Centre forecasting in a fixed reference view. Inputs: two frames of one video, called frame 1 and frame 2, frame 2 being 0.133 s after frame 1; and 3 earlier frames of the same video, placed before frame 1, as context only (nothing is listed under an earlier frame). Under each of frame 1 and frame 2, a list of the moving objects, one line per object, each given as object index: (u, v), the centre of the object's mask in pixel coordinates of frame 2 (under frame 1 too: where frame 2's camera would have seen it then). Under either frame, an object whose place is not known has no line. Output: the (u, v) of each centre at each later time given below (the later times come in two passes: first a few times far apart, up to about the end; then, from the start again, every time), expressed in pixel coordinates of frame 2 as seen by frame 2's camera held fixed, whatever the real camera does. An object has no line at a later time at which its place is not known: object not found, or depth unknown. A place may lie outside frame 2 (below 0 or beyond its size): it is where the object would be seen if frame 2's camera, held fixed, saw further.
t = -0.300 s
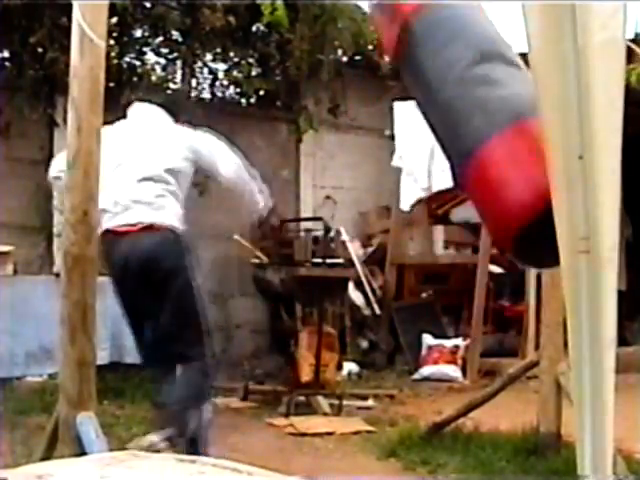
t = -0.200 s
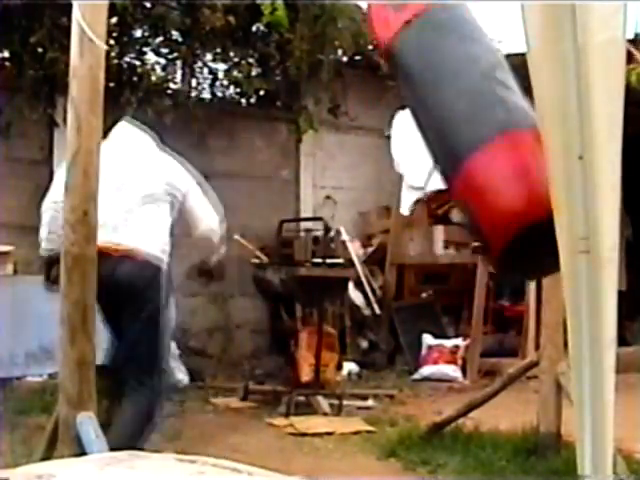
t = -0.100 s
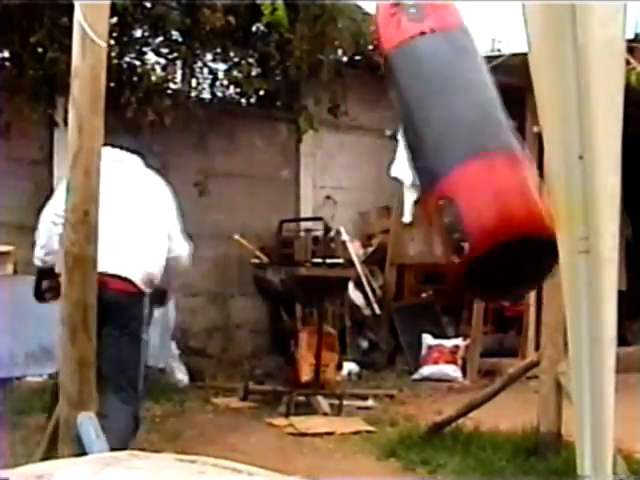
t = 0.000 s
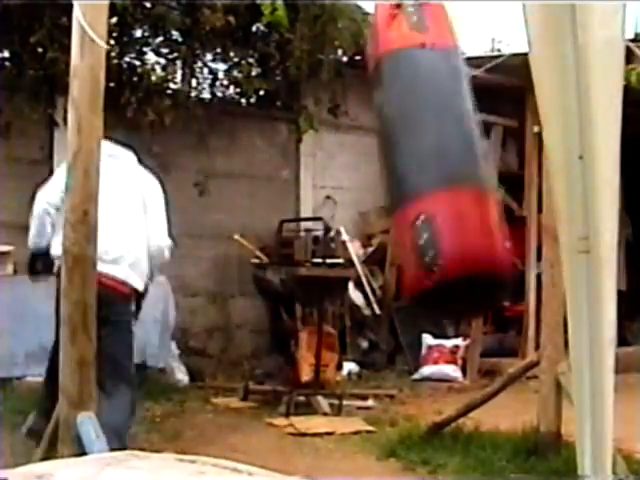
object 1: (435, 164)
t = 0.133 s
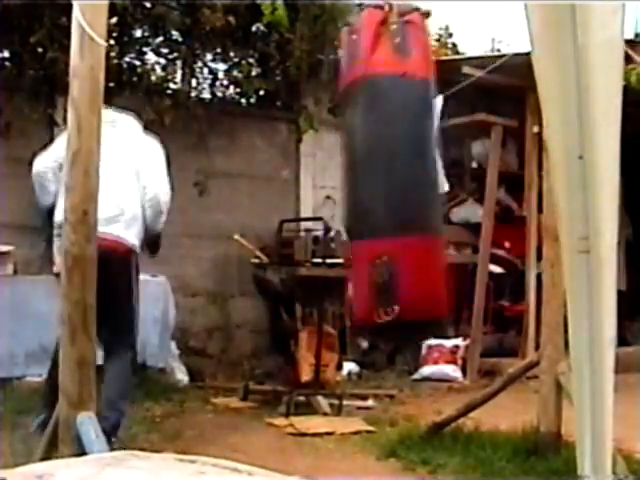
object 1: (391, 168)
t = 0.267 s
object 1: (358, 178)
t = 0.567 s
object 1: (314, 158)
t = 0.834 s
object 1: (317, 147)
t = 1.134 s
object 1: (348, 172)
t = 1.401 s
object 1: (399, 187)
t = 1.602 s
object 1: (439, 176)
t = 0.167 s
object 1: (382, 172)
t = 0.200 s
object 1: (372, 174)
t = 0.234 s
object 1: (365, 177)
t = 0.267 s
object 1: (358, 178)
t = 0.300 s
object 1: (351, 179)
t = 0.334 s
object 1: (345, 175)
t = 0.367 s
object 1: (338, 172)
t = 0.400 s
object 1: (332, 171)
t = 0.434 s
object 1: (328, 167)
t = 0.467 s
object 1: (323, 164)
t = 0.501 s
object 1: (321, 160)
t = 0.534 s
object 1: (316, 160)
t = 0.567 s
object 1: (314, 158)
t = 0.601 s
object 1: (313, 154)
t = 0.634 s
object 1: (312, 152)
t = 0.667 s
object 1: (312, 150)
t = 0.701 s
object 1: (313, 147)
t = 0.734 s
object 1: (313, 147)
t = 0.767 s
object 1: (314, 146)
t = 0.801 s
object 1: (315, 146)
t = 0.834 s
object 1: (317, 147)
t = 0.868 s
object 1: (318, 149)
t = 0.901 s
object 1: (320, 153)
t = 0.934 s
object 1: (323, 156)
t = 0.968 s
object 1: (325, 162)
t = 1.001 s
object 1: (328, 165)
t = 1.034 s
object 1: (333, 165)
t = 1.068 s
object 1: (338, 166)
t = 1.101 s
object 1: (343, 168)
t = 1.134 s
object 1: (348, 172)
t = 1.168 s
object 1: (353, 178)
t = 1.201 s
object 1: (358, 181)
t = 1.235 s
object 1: (364, 182)
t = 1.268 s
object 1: (371, 186)
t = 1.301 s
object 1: (378, 188)
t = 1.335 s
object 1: (385, 191)
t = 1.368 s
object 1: (392, 192)
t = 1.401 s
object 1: (399, 187)
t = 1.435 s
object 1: (407, 185)
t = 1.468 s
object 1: (413, 186)
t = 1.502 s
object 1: (421, 186)
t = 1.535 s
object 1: (426, 181)
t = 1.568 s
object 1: (433, 178)
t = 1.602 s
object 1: (439, 176)
